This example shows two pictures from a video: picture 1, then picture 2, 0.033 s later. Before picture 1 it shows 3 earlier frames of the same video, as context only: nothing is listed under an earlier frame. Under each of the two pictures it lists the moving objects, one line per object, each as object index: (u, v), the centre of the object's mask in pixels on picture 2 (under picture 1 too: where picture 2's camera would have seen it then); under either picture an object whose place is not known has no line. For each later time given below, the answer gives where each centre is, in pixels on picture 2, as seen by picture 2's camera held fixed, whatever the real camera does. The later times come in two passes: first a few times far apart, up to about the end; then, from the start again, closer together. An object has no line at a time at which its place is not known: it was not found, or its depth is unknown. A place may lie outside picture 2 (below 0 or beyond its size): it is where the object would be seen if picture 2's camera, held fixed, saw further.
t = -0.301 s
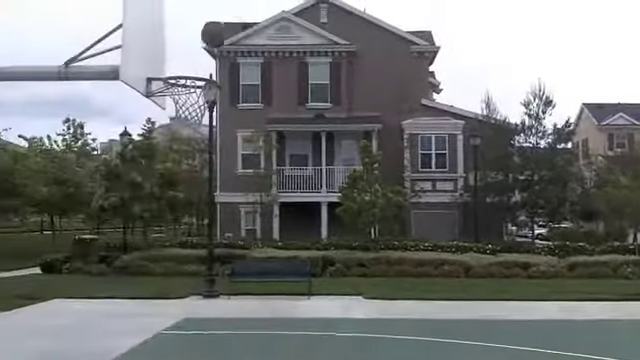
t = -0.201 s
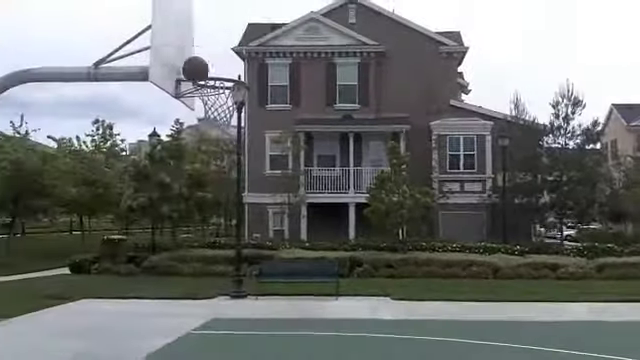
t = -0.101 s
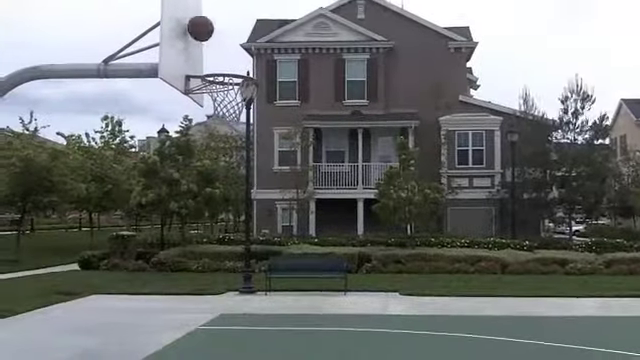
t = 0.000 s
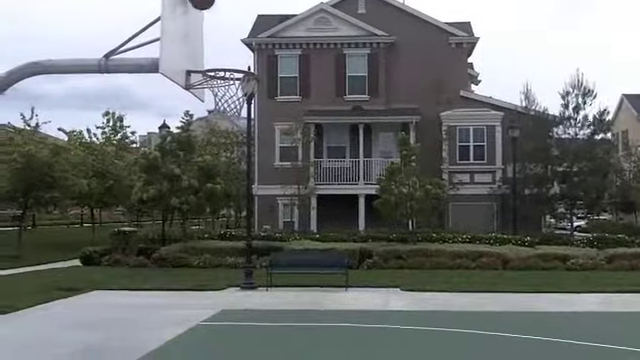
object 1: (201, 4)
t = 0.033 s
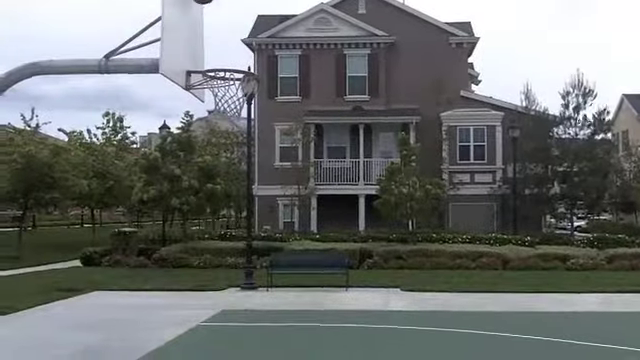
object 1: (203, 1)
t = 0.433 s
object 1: (209, 8)
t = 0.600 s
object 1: (215, 59)
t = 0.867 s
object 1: (256, 32)
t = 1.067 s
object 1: (282, 59)
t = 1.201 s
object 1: (303, 103)
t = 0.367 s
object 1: (208, 0)
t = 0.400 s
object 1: (210, 5)
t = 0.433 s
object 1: (209, 8)
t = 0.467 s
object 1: (211, 19)
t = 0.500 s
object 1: (211, 28)
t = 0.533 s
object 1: (214, 40)
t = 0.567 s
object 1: (214, 51)
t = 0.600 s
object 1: (215, 59)
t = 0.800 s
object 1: (246, 32)
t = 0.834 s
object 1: (251, 32)
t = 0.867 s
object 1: (256, 32)
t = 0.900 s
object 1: (256, 35)
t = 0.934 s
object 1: (265, 35)
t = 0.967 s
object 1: (269, 40)
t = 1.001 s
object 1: (270, 44)
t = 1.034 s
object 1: (278, 49)
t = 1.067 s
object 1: (282, 59)
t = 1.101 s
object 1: (287, 71)
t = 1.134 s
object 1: (291, 78)
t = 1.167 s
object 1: (298, 91)
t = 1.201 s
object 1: (303, 103)
